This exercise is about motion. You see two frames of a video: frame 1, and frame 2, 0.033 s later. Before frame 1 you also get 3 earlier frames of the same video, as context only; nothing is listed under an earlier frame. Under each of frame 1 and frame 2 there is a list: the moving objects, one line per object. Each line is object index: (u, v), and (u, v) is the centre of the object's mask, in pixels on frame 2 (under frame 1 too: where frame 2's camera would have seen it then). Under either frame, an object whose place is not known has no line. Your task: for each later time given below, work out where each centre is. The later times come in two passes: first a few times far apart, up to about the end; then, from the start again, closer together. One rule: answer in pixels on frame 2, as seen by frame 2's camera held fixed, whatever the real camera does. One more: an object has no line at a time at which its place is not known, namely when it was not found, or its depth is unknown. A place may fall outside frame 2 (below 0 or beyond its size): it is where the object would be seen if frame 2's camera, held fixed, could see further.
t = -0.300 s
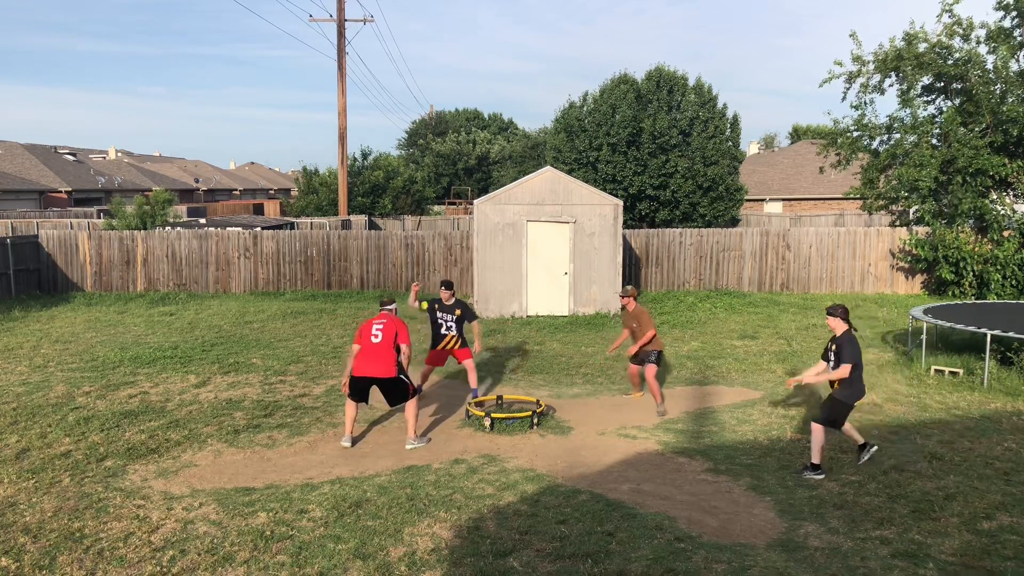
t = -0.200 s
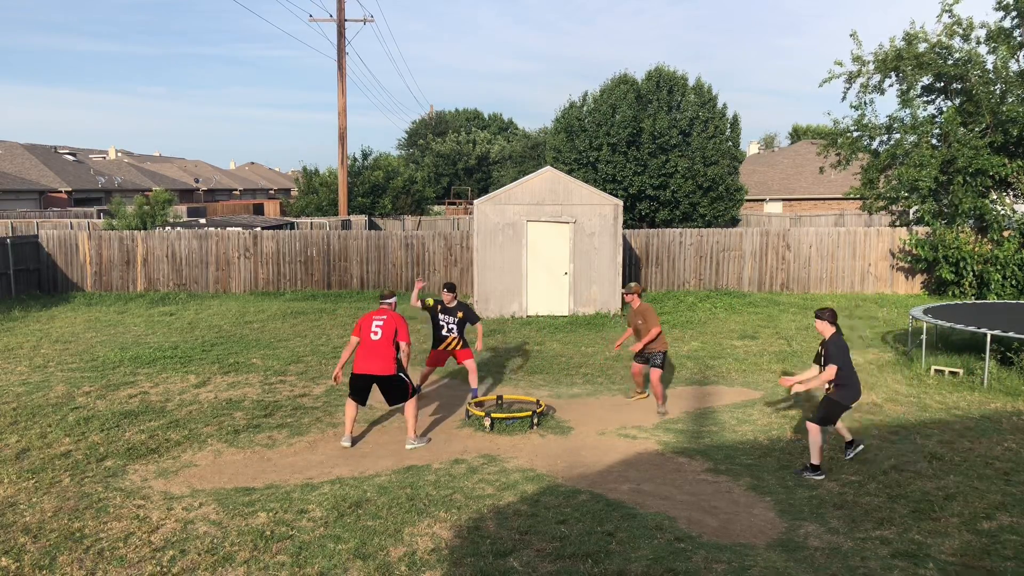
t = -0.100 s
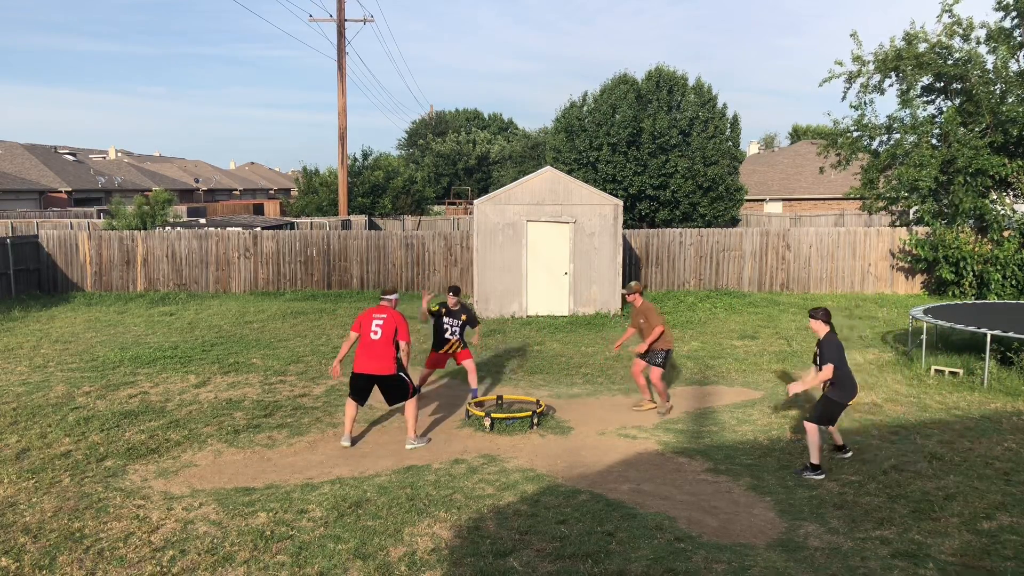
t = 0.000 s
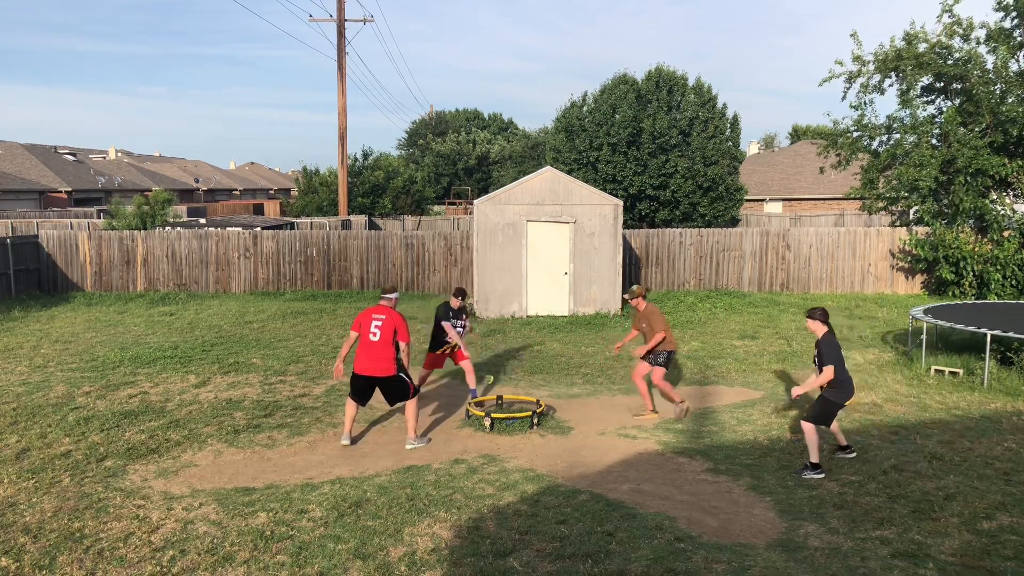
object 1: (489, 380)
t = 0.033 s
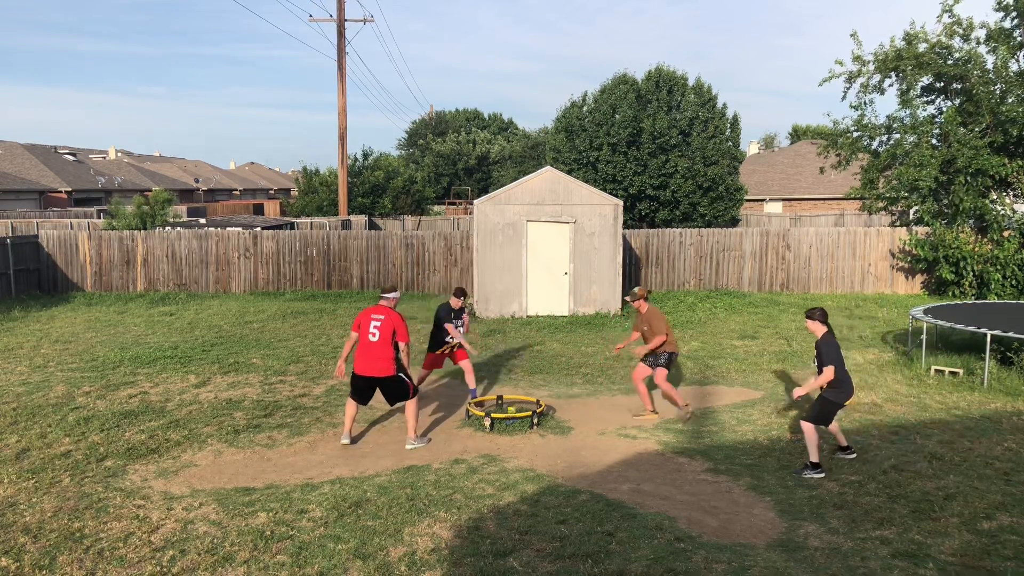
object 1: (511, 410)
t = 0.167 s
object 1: (549, 352)
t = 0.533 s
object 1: (670, 234)
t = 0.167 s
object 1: (549, 352)
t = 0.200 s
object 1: (559, 338)
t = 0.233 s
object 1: (568, 323)
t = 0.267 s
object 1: (579, 311)
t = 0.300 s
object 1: (588, 299)
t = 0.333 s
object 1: (600, 286)
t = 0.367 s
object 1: (610, 276)
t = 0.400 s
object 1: (622, 266)
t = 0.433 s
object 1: (634, 256)
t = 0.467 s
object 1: (646, 249)
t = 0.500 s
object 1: (657, 240)
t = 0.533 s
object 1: (670, 234)
